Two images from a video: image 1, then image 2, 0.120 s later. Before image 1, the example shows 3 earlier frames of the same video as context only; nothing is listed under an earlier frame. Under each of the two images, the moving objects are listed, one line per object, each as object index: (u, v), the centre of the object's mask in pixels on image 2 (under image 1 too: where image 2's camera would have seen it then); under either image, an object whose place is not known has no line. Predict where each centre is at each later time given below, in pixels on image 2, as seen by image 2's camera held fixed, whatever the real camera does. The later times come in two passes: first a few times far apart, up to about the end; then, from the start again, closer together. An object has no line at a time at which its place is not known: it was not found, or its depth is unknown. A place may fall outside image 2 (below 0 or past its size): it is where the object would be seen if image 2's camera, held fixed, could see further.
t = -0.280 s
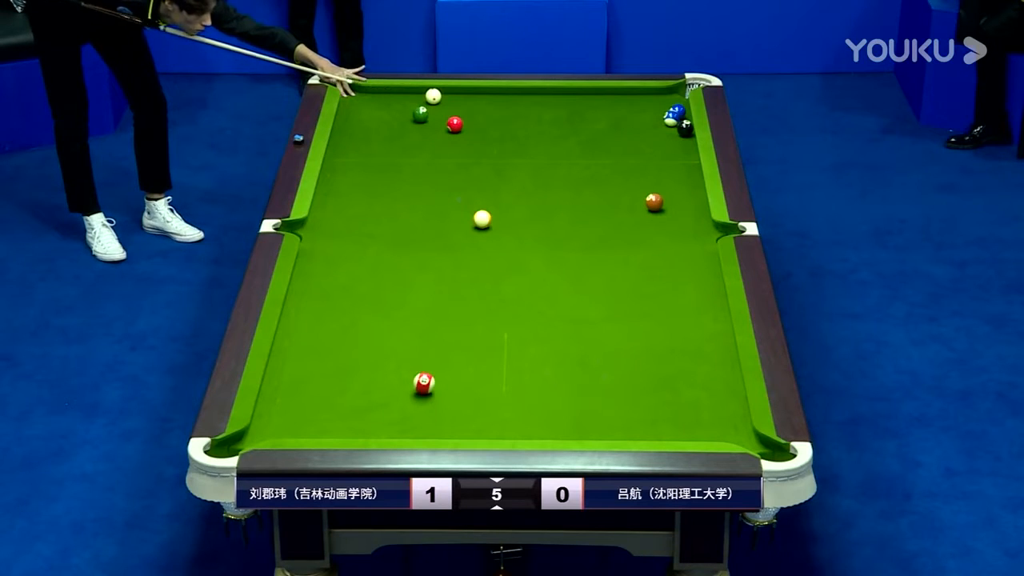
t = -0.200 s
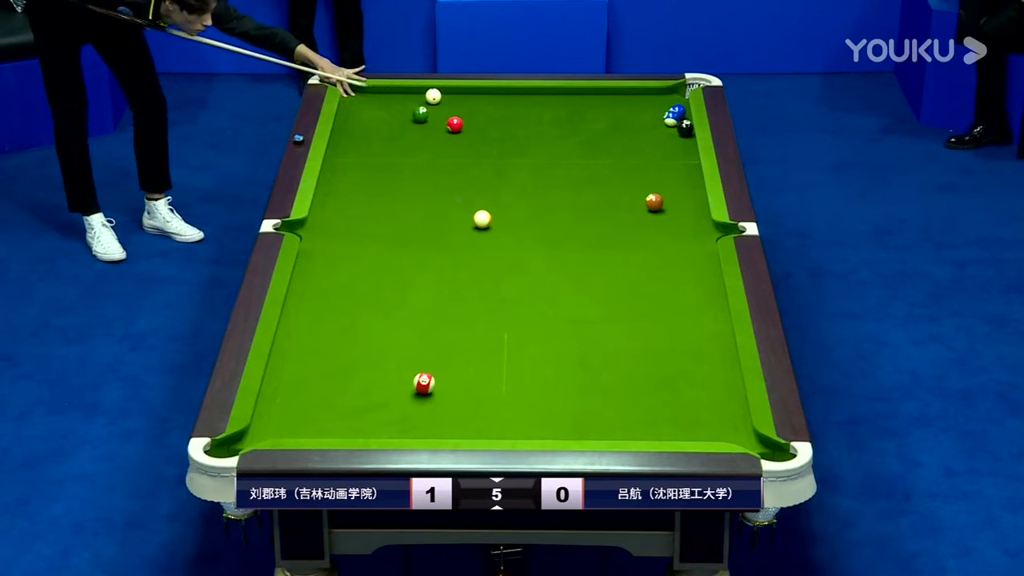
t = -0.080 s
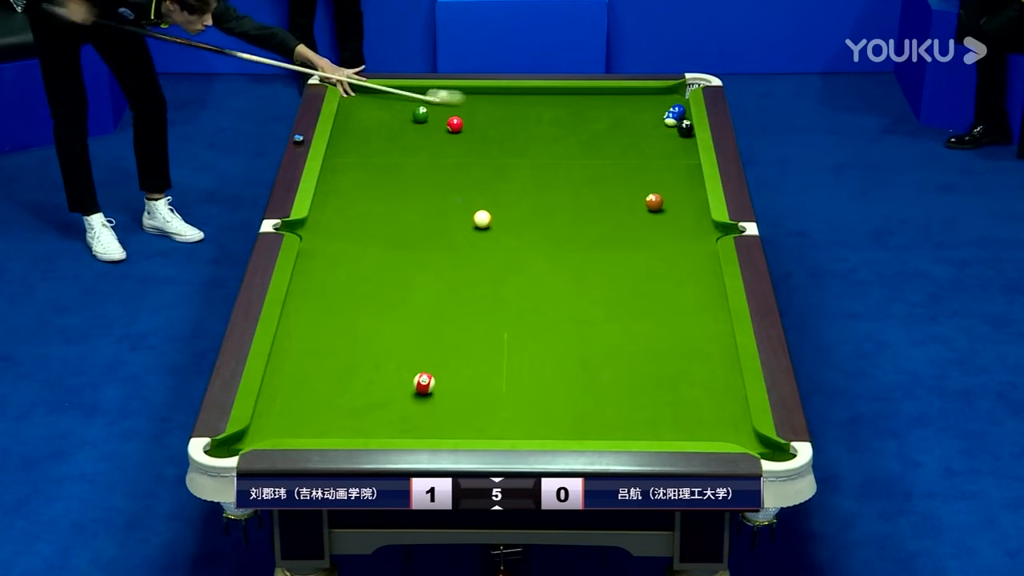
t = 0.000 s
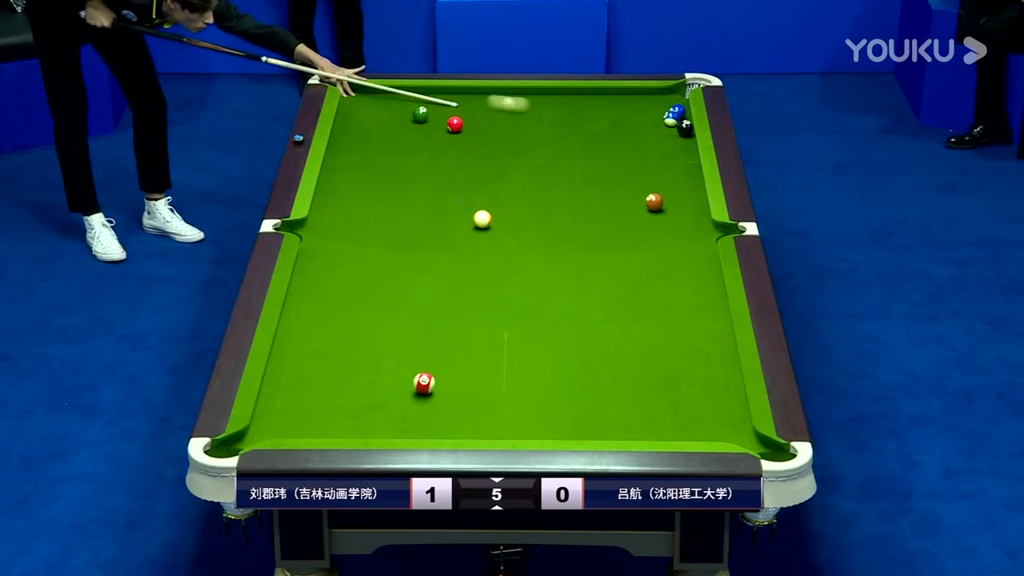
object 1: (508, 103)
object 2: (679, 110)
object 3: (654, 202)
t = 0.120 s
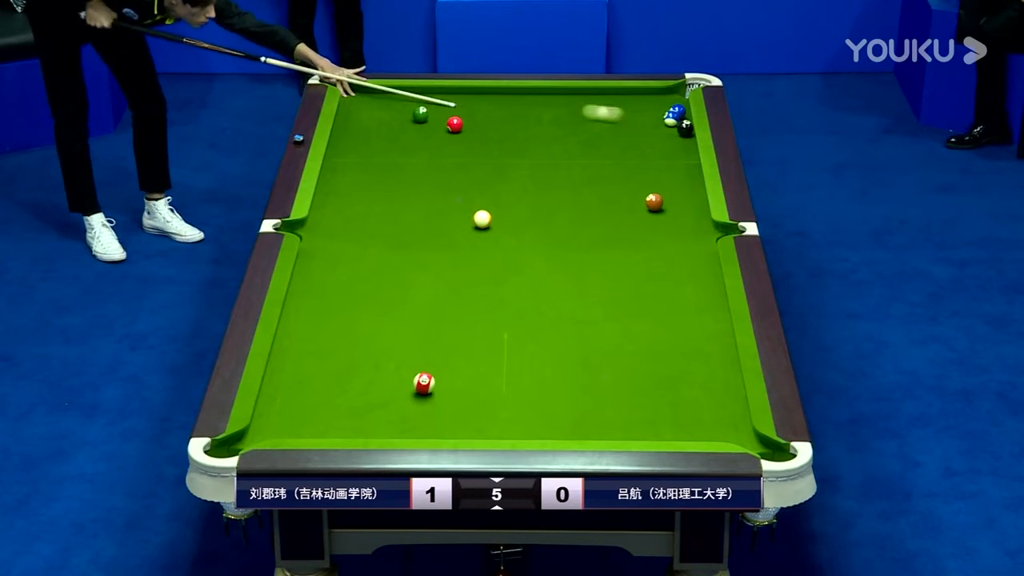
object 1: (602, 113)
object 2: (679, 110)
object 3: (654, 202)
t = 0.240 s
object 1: (658, 123)
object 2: (678, 108)
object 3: (654, 202)
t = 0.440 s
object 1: (661, 137)
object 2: (670, 104)
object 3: (654, 202)
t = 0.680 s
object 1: (657, 151)
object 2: (663, 98)
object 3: (654, 202)
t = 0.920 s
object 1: (653, 165)
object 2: (657, 93)
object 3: (654, 202)
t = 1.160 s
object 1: (649, 178)
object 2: (654, 94)
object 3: (654, 202)
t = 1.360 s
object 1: (645, 188)
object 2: (652, 97)
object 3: (654, 202)
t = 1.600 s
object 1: (636, 199)
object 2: (650, 99)
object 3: (659, 205)
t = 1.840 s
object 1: (622, 205)
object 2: (648, 102)
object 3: (668, 211)
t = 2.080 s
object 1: (608, 210)
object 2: (646, 104)
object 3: (676, 215)
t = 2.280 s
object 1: (597, 215)
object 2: (644, 105)
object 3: (682, 219)
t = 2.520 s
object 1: (585, 220)
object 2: (643, 106)
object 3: (688, 223)
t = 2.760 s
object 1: (573, 225)
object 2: (642, 107)
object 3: (694, 227)
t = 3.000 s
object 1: (563, 229)
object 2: (642, 107)
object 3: (699, 229)
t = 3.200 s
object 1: (555, 232)
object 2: (642, 107)
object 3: (703, 231)
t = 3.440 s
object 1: (546, 236)
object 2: (642, 107)
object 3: (707, 233)
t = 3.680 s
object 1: (539, 239)
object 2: (642, 107)
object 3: (709, 234)
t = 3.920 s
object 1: (532, 242)
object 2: (642, 107)
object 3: (711, 235)
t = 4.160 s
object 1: (526, 244)
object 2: (642, 107)
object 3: (711, 235)
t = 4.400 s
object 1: (521, 245)
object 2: (642, 107)
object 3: (710, 235)
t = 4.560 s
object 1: (518, 246)
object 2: (642, 107)
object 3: (710, 235)
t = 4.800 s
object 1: (515, 246)
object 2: (642, 107)
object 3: (710, 235)
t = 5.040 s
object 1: (513, 246)
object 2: (642, 107)
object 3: (710, 235)
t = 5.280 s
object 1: (511, 246)
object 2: (642, 107)
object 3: (710, 235)
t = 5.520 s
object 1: (511, 246)
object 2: (642, 106)
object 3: (710, 235)
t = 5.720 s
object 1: (511, 246)
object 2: (642, 107)
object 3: (710, 235)
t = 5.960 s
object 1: (511, 246)
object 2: (642, 107)
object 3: (710, 235)
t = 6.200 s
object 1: (511, 246)
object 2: (642, 107)
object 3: (710, 235)
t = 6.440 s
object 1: (511, 246)
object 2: (642, 107)
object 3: (710, 235)
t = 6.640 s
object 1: (511, 246)
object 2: (642, 107)
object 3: (710, 236)
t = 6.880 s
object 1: (511, 246)
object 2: (642, 107)
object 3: (710, 235)
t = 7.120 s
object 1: (511, 246)
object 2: (642, 106)
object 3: (710, 235)
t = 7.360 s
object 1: (511, 246)
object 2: (642, 106)
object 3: (710, 235)
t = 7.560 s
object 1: (511, 246)
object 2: (642, 107)
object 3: (710, 235)
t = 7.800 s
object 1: (511, 246)
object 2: (642, 107)
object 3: (710, 236)
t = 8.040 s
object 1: (511, 247)
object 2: (642, 107)
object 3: (710, 235)
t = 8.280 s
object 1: (511, 247)
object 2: (642, 107)
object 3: (710, 235)
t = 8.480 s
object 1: (511, 246)
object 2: (642, 107)
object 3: (710, 235)
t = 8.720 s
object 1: (511, 247)
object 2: (642, 107)
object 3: (710, 235)
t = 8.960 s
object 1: (511, 246)
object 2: (642, 107)
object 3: (710, 235)
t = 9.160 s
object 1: (511, 246)
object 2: (642, 107)
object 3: (710, 235)
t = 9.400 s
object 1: (511, 247)
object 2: (642, 107)
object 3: (710, 235)
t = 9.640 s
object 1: (511, 247)
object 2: (642, 107)
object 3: (710, 235)
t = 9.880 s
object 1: (511, 247)
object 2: (642, 107)
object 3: (710, 235)
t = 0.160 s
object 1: (632, 116)
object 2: (679, 110)
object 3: (654, 202)
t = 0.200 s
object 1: (654, 119)
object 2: (679, 109)
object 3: (654, 202)
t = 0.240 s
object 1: (658, 123)
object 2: (678, 108)
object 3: (654, 202)
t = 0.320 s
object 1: (661, 129)
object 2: (674, 108)
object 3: (654, 202)
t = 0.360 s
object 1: (661, 132)
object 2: (672, 107)
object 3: (654, 202)
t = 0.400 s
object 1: (661, 135)
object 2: (672, 106)
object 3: (654, 202)
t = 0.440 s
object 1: (661, 137)
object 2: (670, 104)
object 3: (654, 202)
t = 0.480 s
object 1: (660, 139)
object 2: (670, 104)
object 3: (654, 202)
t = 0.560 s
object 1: (659, 144)
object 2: (667, 101)
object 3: (654, 202)
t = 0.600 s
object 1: (658, 146)
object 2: (665, 100)
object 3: (654, 202)
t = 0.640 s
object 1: (657, 149)
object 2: (664, 99)
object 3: (654, 202)
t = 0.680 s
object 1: (657, 151)
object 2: (663, 98)
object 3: (654, 202)
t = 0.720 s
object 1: (656, 153)
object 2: (662, 97)
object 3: (654, 202)
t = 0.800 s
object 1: (655, 158)
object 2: (660, 95)
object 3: (654, 202)
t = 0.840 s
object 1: (654, 160)
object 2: (659, 94)
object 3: (654, 202)
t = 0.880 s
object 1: (654, 163)
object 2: (658, 94)
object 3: (654, 202)
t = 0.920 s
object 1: (653, 165)
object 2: (657, 93)
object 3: (654, 202)
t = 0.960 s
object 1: (652, 167)
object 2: (657, 92)
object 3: (654, 202)
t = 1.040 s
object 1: (651, 172)
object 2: (656, 92)
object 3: (654, 202)
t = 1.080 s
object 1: (650, 174)
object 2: (655, 93)
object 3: (654, 202)
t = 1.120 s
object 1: (650, 176)
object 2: (655, 93)
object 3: (654, 202)
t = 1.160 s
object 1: (649, 178)
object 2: (654, 94)
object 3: (654, 202)
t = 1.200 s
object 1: (648, 180)
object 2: (654, 95)
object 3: (654, 202)
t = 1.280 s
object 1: (647, 185)
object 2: (653, 96)
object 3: (654, 202)
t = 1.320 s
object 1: (646, 187)
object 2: (653, 96)
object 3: (654, 202)
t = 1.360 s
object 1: (645, 188)
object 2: (652, 97)
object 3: (654, 202)
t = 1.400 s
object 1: (644, 191)
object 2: (652, 97)
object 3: (654, 202)
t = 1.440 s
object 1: (644, 193)
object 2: (651, 97)
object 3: (654, 202)
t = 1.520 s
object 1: (641, 197)
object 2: (651, 99)
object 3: (656, 203)
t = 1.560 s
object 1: (639, 198)
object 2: (650, 99)
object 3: (658, 204)
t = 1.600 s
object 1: (636, 199)
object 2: (650, 99)
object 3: (659, 205)
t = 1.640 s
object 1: (634, 200)
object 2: (649, 100)
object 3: (661, 206)
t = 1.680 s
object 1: (632, 201)
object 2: (649, 101)
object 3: (662, 207)
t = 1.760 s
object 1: (627, 203)
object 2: (648, 101)
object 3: (665, 209)
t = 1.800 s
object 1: (624, 204)
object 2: (648, 102)
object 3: (667, 210)
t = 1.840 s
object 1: (622, 205)
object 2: (648, 102)
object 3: (668, 211)
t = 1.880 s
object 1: (620, 206)
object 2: (648, 102)
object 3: (670, 212)
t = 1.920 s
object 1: (617, 207)
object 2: (647, 103)
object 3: (671, 212)
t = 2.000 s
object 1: (613, 209)
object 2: (647, 103)
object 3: (674, 214)
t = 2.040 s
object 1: (611, 210)
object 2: (646, 104)
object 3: (675, 214)
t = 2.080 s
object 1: (608, 210)
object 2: (646, 104)
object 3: (676, 215)
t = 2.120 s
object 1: (606, 212)
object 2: (646, 104)
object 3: (677, 216)
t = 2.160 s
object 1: (604, 213)
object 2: (645, 105)
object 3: (678, 217)
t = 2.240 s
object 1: (599, 214)
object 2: (645, 105)
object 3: (681, 218)
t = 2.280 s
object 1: (597, 215)
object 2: (644, 105)
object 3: (682, 219)
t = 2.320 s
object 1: (595, 216)
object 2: (644, 105)
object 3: (682, 220)
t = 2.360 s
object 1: (593, 217)
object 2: (644, 106)
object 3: (683, 221)
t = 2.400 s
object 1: (591, 218)
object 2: (644, 106)
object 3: (685, 221)
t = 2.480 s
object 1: (587, 219)
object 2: (644, 106)
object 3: (687, 222)
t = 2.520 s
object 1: (585, 220)
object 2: (643, 106)
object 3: (688, 223)
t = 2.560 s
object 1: (583, 221)
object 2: (643, 106)
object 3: (689, 224)
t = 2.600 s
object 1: (581, 222)
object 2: (643, 106)
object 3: (690, 224)
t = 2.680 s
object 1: (577, 223)
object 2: (642, 107)
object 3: (692, 226)
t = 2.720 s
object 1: (575, 224)
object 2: (642, 107)
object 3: (693, 226)
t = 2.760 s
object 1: (573, 225)
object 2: (642, 107)
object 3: (694, 227)
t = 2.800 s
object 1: (572, 226)
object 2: (642, 107)
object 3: (695, 227)
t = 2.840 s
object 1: (570, 226)
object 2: (642, 107)
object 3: (696, 227)
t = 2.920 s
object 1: (566, 228)
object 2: (642, 107)
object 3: (697, 229)
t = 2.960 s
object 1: (564, 228)
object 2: (642, 107)
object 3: (698, 229)
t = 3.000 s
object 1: (563, 229)
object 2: (642, 107)
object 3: (699, 229)
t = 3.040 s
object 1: (561, 229)
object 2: (642, 107)
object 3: (700, 230)
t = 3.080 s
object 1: (559, 230)
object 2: (642, 107)
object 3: (701, 230)
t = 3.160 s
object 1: (556, 232)
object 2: (642, 107)
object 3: (702, 231)
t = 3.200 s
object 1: (555, 232)
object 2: (642, 107)
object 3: (703, 231)
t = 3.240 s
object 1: (553, 233)
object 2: (642, 107)
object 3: (703, 232)
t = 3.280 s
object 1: (552, 233)
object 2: (642, 107)
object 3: (704, 232)
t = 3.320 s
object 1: (550, 234)
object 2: (642, 107)
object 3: (705, 233)
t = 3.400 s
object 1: (547, 235)
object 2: (642, 107)
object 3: (706, 233)
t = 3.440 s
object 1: (546, 236)
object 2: (642, 107)
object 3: (707, 233)
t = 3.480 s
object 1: (545, 236)
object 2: (642, 107)
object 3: (707, 234)
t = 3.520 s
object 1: (544, 237)
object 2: (642, 107)
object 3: (708, 234)
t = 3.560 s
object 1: (542, 237)
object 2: (642, 107)
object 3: (708, 234)
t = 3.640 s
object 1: (540, 238)
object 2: (642, 107)
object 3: (709, 234)
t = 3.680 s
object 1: (539, 239)
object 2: (642, 107)
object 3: (709, 234)
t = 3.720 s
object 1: (537, 239)
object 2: (642, 107)
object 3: (710, 234)
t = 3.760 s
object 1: (536, 240)
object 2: (642, 107)
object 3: (710, 234)
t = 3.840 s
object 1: (534, 241)
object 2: (642, 107)
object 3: (711, 234)
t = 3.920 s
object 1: (532, 242)
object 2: (642, 107)
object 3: (711, 235)
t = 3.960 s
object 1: (531, 242)
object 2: (642, 107)
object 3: (711, 235)
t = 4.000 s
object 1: (530, 242)
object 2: (642, 107)
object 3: (711, 235)
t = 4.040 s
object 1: (529, 243)
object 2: (642, 107)
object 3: (711, 235)
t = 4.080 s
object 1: (528, 243)
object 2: (642, 107)
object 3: (711, 235)
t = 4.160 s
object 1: (526, 244)
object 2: (642, 107)
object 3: (711, 235)
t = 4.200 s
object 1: (526, 244)
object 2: (642, 107)
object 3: (711, 235)
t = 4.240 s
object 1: (525, 244)
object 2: (642, 107)
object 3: (710, 235)
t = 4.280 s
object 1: (524, 244)
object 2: (642, 107)
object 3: (710, 235)
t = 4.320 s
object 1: (523, 245)
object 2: (642, 107)
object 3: (710, 235)
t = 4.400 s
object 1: (521, 245)
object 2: (642, 107)
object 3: (710, 235)
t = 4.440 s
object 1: (521, 245)
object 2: (642, 107)
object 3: (710, 235)
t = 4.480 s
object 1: (520, 245)
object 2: (642, 107)
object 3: (710, 235)
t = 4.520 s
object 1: (519, 245)
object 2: (642, 107)
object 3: (710, 235)
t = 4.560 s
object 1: (518, 246)
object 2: (642, 107)
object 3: (710, 235)
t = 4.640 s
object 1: (517, 246)
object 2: (642, 107)
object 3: (710, 235)
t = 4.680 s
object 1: (516, 246)
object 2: (642, 107)
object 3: (710, 235)
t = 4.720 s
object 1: (516, 246)
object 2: (642, 107)
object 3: (710, 235)
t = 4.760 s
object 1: (516, 246)
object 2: (642, 107)
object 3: (710, 235)
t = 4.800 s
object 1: (515, 246)
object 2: (642, 107)
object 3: (710, 235)
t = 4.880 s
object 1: (514, 246)
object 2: (642, 107)
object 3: (710, 235)
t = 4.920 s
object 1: (514, 246)
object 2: (642, 107)
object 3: (710, 235)
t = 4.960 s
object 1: (513, 246)
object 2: (642, 107)
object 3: (710, 235)
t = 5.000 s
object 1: (513, 246)
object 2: (642, 107)
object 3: (710, 235)
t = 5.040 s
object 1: (513, 246)
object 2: (642, 107)
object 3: (710, 235)
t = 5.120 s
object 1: (512, 246)
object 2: (642, 107)
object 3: (710, 235)
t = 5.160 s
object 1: (512, 246)
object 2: (642, 107)
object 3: (710, 235)
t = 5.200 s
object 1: (512, 246)
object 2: (642, 107)
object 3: (710, 235)
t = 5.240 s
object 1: (512, 246)
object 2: (642, 106)
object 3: (710, 235)
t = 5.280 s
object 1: (511, 246)
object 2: (642, 107)
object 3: (710, 235)
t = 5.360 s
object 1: (511, 246)
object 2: (642, 107)
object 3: (710, 235)
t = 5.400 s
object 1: (511, 246)
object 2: (642, 106)
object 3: (710, 235)
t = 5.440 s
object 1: (511, 246)
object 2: (642, 107)
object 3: (710, 235)
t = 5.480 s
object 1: (511, 246)
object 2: (642, 106)
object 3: (710, 235)
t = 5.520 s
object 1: (511, 246)
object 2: (642, 106)
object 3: (710, 235)
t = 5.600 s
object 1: (511, 246)
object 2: (642, 106)
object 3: (710, 235)
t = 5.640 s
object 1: (511, 246)
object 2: (642, 107)
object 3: (710, 235)
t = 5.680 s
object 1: (511, 246)
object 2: (642, 106)
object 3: (710, 235)
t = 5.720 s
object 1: (511, 246)
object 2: (642, 107)
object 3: (710, 235)
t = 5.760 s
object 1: (511, 246)
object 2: (642, 106)
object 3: (710, 235)
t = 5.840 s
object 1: (511, 246)
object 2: (642, 106)
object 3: (710, 235)
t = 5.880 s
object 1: (511, 246)
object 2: (642, 107)
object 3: (710, 235)
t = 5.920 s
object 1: (511, 246)
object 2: (642, 106)
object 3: (710, 235)
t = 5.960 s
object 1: (511, 246)
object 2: (642, 107)
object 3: (710, 235)
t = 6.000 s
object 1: (511, 246)
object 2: (642, 106)
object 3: (710, 235)
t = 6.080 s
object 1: (511, 246)
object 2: (642, 106)
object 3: (710, 235)
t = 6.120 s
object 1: (511, 246)
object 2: (642, 107)
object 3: (710, 235)
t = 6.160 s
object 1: (511, 246)
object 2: (642, 106)
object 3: (710, 235)
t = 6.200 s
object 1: (511, 246)
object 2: (642, 107)
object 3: (710, 235)
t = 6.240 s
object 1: (511, 246)
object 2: (642, 106)
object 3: (710, 235)
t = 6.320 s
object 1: (511, 246)
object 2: (642, 107)
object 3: (710, 235)
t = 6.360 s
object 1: (511, 246)
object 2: (642, 107)
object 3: (710, 235)
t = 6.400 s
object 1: (511, 246)
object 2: (642, 107)
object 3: (710, 235)
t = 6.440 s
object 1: (511, 246)
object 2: (642, 107)
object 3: (710, 235)
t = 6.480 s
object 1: (511, 246)
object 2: (642, 107)
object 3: (710, 235)
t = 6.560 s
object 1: (511, 246)
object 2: (642, 107)
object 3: (710, 235)
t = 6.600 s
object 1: (511, 246)
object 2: (642, 107)
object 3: (710, 235)
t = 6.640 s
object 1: (511, 246)
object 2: (642, 107)
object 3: (710, 236)
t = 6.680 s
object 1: (511, 246)
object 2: (642, 107)
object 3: (710, 235)
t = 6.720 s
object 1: (511, 246)
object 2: (642, 107)
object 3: (710, 236)
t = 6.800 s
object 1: (511, 246)
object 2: (642, 107)
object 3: (710, 235)
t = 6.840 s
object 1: (511, 246)
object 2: (642, 107)
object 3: (710, 235)
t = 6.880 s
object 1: (511, 246)
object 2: (642, 107)
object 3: (710, 235)
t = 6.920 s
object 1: (511, 246)
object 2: (642, 107)
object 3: (710, 236)
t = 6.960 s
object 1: (511, 246)
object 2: (642, 107)
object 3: (710, 236)
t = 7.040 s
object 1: (511, 246)
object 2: (642, 106)
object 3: (710, 236)
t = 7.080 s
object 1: (511, 246)
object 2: (642, 106)
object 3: (710, 235)
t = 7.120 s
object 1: (511, 246)
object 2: (642, 106)
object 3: (710, 235)
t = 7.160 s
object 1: (511, 246)
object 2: (642, 106)
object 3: (710, 235)
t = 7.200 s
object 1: (511, 246)
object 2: (642, 107)
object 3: (710, 235)
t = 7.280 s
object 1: (511, 246)
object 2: (642, 107)
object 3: (710, 235)
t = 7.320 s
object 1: (511, 246)
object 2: (642, 106)
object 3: (710, 235)
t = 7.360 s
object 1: (511, 246)
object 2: (642, 106)
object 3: (710, 235)
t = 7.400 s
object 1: (511, 246)
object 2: (642, 107)
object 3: (710, 235)
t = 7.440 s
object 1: (511, 246)
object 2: (642, 106)
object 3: (710, 235)
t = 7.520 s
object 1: (511, 246)
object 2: (642, 107)
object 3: (710, 236)
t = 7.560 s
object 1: (511, 246)
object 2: (642, 107)
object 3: (710, 235)
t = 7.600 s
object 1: (511, 246)
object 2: (642, 106)
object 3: (710, 236)
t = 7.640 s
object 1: (511, 246)
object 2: (642, 107)
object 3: (710, 235)
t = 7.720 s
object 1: (511, 246)
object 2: (642, 107)
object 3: (710, 235)
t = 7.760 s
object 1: (511, 246)
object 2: (642, 107)
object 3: (710, 235)
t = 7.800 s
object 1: (511, 246)
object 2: (642, 107)
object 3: (710, 236)
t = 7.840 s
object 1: (511, 246)
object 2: (642, 107)
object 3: (710, 235)
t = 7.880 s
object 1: (511, 246)
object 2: (642, 107)
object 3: (710, 235)
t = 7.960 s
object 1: (511, 247)
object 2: (642, 107)
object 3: (710, 235)
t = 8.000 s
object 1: (511, 246)
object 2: (642, 107)
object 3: (710, 235)
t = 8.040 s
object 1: (511, 247)
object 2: (642, 107)
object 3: (710, 235)
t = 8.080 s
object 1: (511, 246)
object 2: (642, 107)
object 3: (710, 235)
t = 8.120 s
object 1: (511, 246)
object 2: (642, 107)
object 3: (710, 235)
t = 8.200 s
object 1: (511, 246)
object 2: (642, 107)
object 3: (710, 235)
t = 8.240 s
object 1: (511, 246)
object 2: (642, 107)
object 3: (710, 235)
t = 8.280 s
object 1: (511, 247)
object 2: (642, 107)
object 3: (710, 235)
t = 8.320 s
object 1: (511, 246)
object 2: (642, 107)
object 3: (710, 235)
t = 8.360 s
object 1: (511, 246)
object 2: (642, 107)
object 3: (710, 235)
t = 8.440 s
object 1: (511, 246)
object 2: (642, 107)
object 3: (710, 235)
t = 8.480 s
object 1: (511, 246)
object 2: (642, 107)
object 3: (710, 235)
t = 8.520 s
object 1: (511, 246)
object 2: (642, 107)
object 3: (710, 235)
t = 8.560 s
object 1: (511, 246)
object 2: (642, 107)
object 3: (710, 235)
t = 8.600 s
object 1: (511, 247)
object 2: (642, 107)
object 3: (710, 235)
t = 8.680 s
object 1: (511, 246)
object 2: (642, 107)
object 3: (710, 235)
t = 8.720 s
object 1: (511, 247)
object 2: (642, 107)
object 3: (710, 235)
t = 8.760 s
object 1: (511, 247)
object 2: (642, 107)
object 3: (710, 235)
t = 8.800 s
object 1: (511, 247)
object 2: (642, 107)
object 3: (710, 235)
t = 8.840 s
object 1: (511, 246)
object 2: (642, 107)
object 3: (710, 235)
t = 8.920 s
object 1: (511, 246)
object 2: (642, 107)
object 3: (710, 235)
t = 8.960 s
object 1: (511, 246)
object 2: (642, 107)
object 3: (710, 235)
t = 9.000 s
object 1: (511, 246)
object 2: (642, 107)
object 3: (710, 235)
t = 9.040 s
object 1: (511, 246)
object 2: (642, 107)
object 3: (710, 235)
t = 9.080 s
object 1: (511, 246)
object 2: (642, 107)
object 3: (710, 235)
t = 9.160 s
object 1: (511, 246)
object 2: (642, 107)
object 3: (710, 235)
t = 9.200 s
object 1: (511, 246)
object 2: (642, 107)
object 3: (710, 235)
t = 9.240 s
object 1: (511, 246)
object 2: (642, 107)
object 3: (710, 235)
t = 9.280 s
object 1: (511, 246)
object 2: (642, 107)
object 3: (710, 235)
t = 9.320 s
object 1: (511, 246)
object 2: (642, 107)
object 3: (710, 235)
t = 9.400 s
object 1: (511, 247)
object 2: (642, 107)
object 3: (710, 235)
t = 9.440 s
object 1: (511, 247)
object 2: (642, 107)
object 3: (710, 235)
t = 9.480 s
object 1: (511, 246)
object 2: (642, 107)
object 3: (710, 235)
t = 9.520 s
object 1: (511, 246)
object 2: (642, 107)
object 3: (710, 235)
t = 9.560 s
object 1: (511, 247)
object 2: (642, 107)
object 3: (710, 235)
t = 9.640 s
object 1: (511, 247)
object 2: (642, 107)
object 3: (710, 235)
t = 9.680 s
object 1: (511, 247)
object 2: (642, 107)
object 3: (710, 235)
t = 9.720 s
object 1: (511, 247)
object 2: (642, 107)
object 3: (710, 235)
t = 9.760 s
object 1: (511, 247)
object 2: (642, 107)
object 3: (710, 235)
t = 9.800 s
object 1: (511, 247)
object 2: (642, 107)
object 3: (710, 235)
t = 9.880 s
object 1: (511, 247)
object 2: (642, 107)
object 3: (710, 235)
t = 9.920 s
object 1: (511, 247)
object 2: (642, 107)
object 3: (710, 235)
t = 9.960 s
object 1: (511, 247)
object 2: (642, 107)
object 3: (710, 235)
